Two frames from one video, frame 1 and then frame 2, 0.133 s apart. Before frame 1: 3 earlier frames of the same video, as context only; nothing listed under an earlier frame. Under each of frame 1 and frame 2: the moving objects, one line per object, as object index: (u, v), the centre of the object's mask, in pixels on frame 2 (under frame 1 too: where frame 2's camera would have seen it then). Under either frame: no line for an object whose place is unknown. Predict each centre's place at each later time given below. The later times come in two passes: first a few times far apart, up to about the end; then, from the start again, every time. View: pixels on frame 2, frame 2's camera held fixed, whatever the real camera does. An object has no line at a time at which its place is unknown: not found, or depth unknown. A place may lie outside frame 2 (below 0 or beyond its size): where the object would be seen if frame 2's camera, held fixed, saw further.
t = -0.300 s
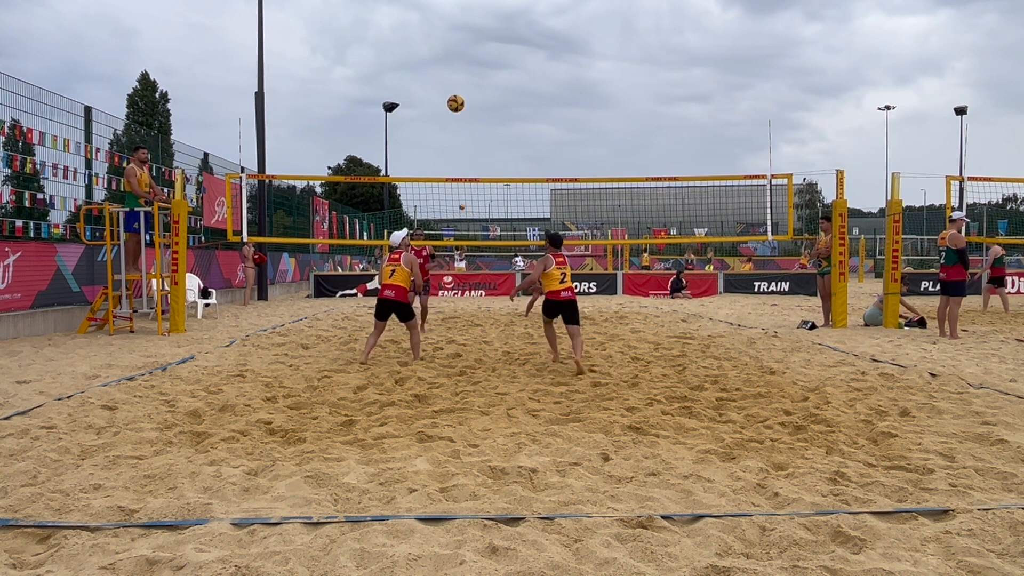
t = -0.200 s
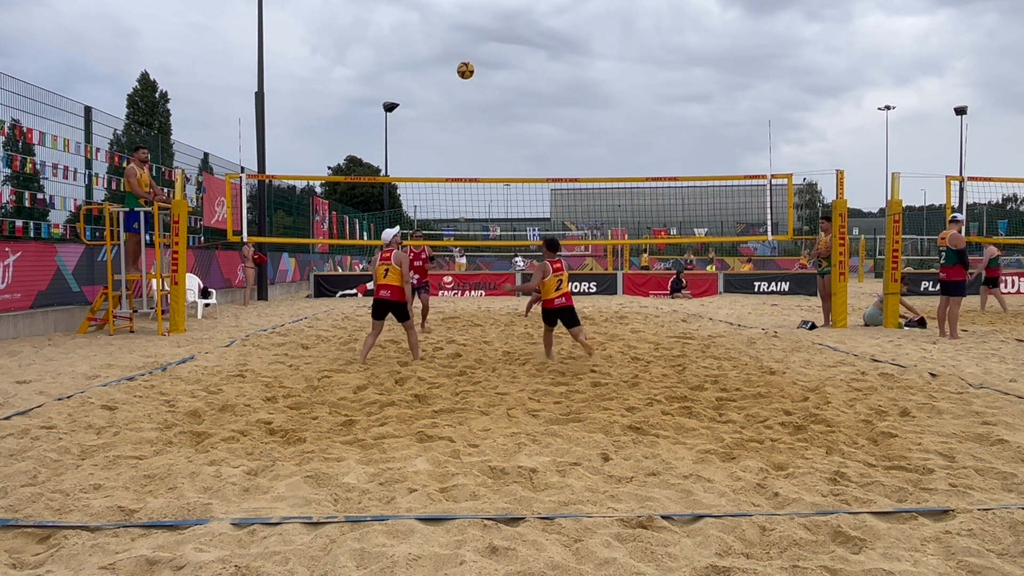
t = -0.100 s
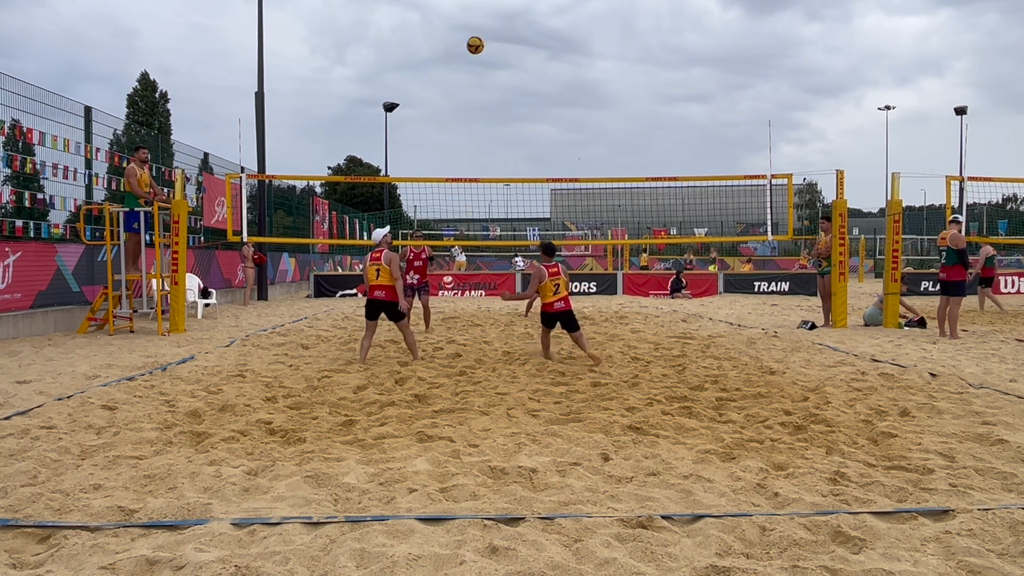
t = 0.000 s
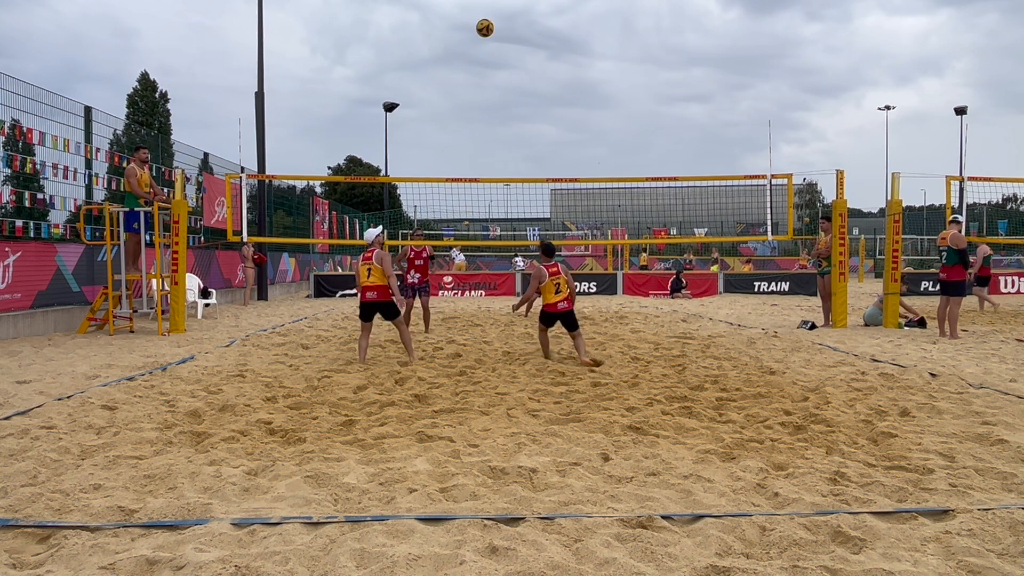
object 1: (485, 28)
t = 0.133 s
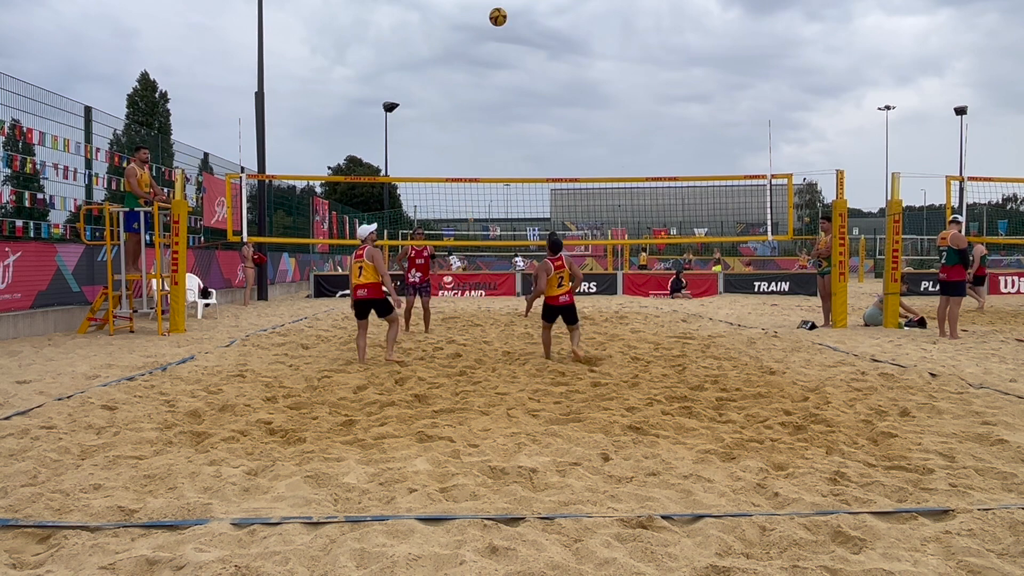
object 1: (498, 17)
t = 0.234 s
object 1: (508, 18)
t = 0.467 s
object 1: (531, 54)
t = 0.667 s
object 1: (550, 121)
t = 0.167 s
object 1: (501, 16)
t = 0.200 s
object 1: (504, 17)
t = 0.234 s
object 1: (508, 18)
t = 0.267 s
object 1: (511, 21)
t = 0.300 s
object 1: (514, 24)
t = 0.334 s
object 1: (517, 28)
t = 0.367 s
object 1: (521, 33)
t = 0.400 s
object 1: (524, 39)
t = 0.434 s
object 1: (527, 46)
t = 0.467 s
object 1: (531, 54)
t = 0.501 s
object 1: (534, 63)
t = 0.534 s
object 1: (537, 73)
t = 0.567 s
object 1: (540, 83)
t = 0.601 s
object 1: (544, 95)
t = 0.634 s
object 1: (547, 108)
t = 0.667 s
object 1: (550, 121)
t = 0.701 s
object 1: (553, 136)
